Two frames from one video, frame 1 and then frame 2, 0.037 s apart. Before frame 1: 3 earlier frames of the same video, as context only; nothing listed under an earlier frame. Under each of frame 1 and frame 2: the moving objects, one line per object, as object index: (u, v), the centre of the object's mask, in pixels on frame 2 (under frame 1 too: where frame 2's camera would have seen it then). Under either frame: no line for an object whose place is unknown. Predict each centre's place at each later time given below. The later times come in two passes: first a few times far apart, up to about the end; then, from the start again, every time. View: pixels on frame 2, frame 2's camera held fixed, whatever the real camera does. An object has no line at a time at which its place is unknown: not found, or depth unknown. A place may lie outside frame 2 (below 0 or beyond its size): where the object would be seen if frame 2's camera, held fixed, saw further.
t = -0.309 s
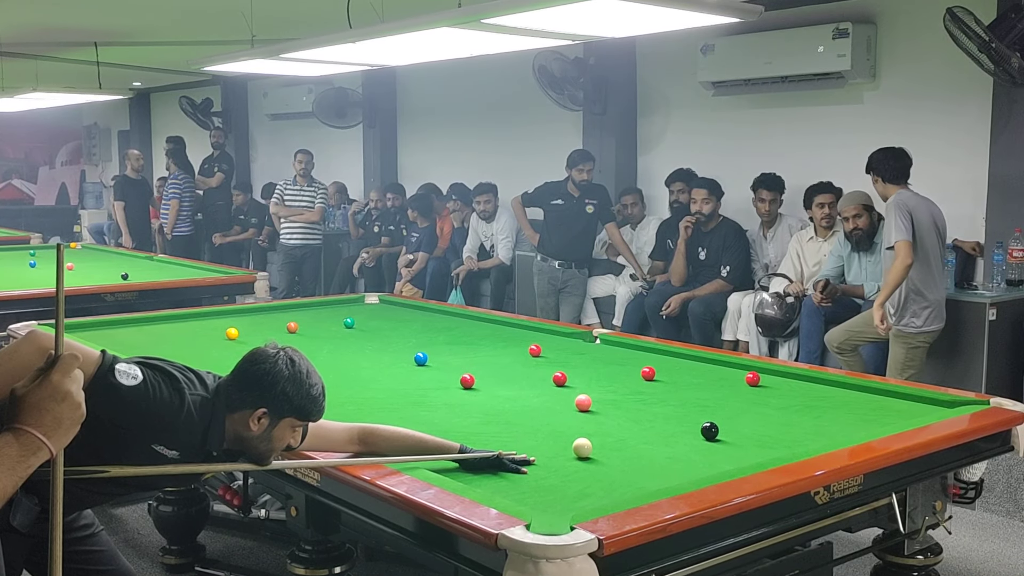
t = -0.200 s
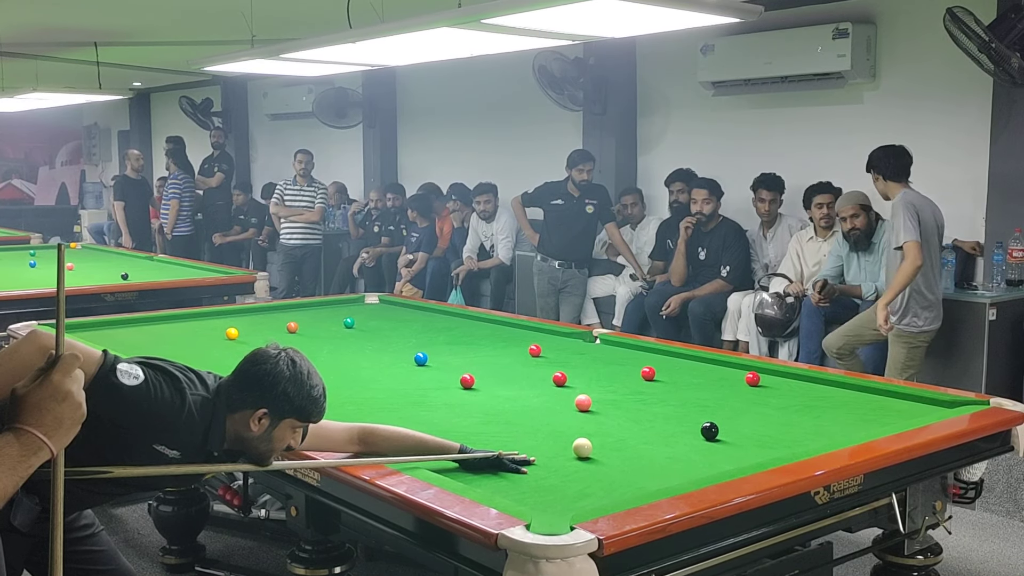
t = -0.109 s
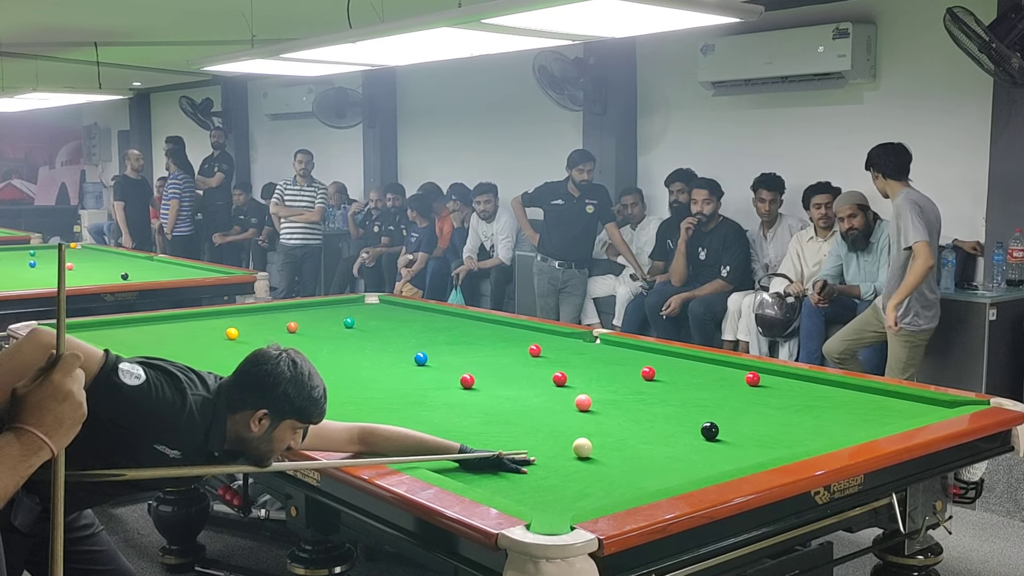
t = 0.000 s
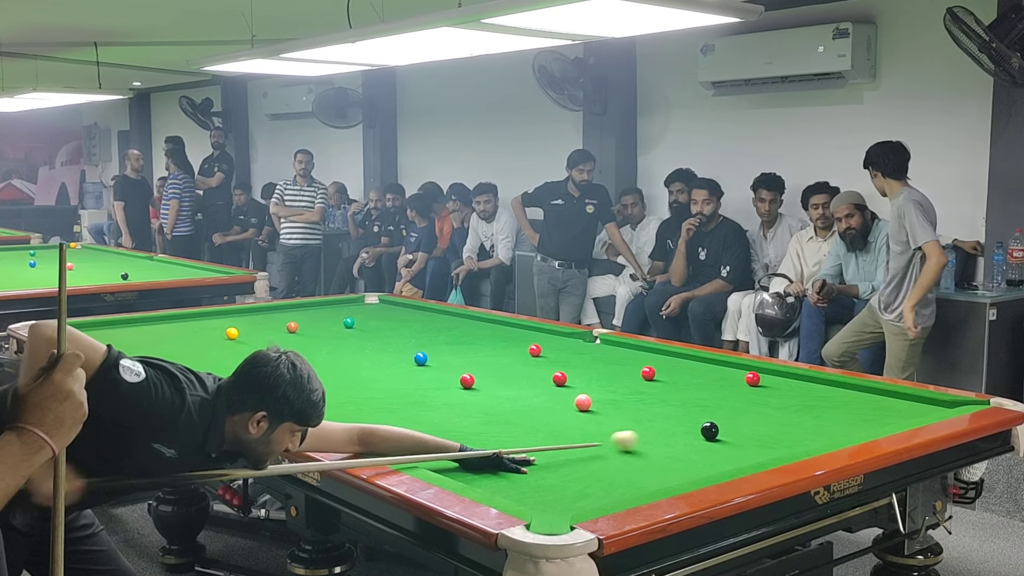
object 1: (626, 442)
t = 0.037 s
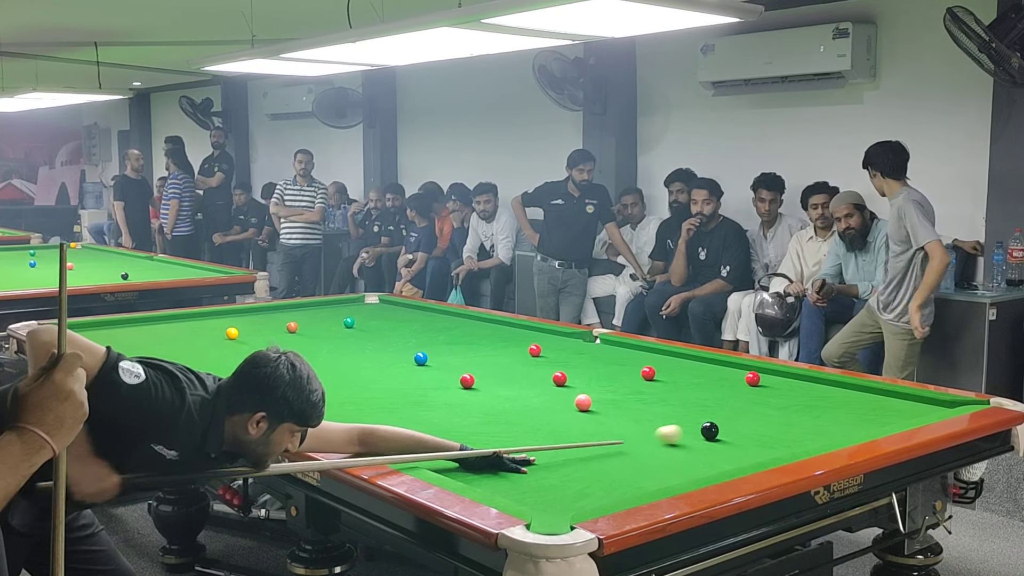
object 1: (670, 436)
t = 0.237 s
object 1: (694, 424)
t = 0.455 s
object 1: (700, 414)
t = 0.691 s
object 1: (707, 404)
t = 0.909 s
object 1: (712, 396)
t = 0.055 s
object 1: (690, 432)
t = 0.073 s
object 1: (693, 432)
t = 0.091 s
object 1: (693, 431)
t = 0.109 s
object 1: (692, 430)
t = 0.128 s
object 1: (692, 430)
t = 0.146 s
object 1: (692, 429)
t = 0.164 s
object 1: (692, 428)
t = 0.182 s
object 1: (692, 427)
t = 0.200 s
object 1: (693, 426)
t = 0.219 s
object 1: (694, 425)
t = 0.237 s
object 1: (694, 424)
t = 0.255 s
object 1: (694, 423)
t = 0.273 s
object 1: (695, 423)
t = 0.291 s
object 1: (696, 422)
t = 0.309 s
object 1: (696, 421)
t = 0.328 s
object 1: (697, 420)
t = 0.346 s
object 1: (697, 419)
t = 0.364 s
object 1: (698, 418)
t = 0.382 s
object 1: (698, 418)
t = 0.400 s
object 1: (699, 417)
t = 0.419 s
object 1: (699, 416)
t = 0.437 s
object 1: (700, 415)
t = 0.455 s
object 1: (700, 414)
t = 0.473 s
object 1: (700, 413)
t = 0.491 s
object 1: (701, 412)
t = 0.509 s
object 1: (701, 412)
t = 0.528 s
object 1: (702, 411)
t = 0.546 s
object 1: (702, 410)
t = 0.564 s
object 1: (703, 409)
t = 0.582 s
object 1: (703, 408)
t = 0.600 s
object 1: (704, 407)
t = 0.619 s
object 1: (704, 407)
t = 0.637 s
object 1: (705, 406)
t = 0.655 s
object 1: (706, 406)
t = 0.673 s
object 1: (706, 405)
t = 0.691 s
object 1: (707, 404)
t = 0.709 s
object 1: (707, 404)
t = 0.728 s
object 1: (707, 403)
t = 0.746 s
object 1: (708, 402)
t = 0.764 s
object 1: (709, 402)
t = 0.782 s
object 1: (709, 401)
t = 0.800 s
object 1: (710, 400)
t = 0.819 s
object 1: (710, 400)
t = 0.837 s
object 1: (710, 399)
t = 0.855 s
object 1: (711, 398)
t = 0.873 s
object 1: (712, 398)
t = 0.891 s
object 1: (712, 397)
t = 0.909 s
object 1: (712, 396)
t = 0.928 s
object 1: (713, 396)
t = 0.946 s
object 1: (713, 395)
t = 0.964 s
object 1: (714, 395)
